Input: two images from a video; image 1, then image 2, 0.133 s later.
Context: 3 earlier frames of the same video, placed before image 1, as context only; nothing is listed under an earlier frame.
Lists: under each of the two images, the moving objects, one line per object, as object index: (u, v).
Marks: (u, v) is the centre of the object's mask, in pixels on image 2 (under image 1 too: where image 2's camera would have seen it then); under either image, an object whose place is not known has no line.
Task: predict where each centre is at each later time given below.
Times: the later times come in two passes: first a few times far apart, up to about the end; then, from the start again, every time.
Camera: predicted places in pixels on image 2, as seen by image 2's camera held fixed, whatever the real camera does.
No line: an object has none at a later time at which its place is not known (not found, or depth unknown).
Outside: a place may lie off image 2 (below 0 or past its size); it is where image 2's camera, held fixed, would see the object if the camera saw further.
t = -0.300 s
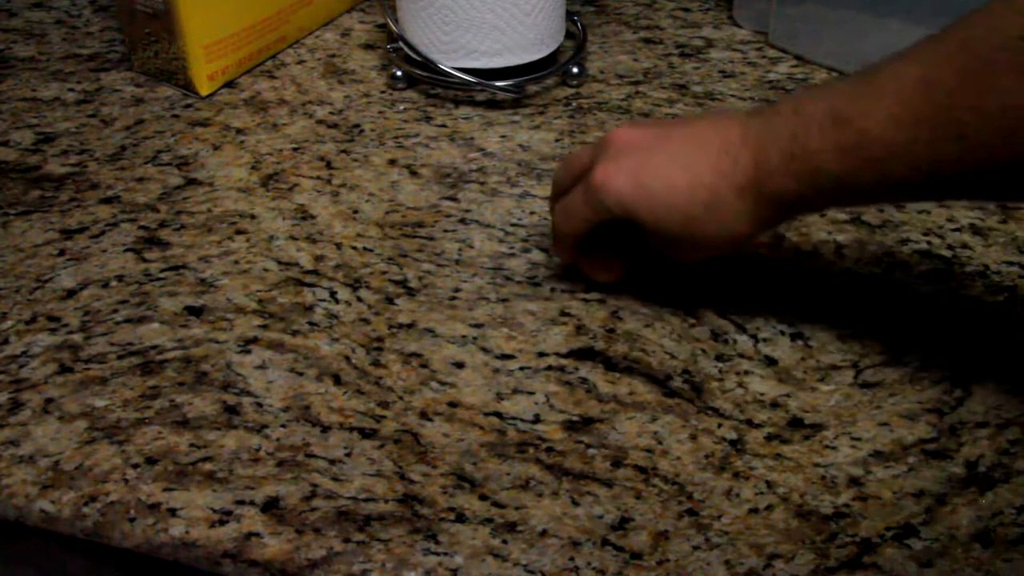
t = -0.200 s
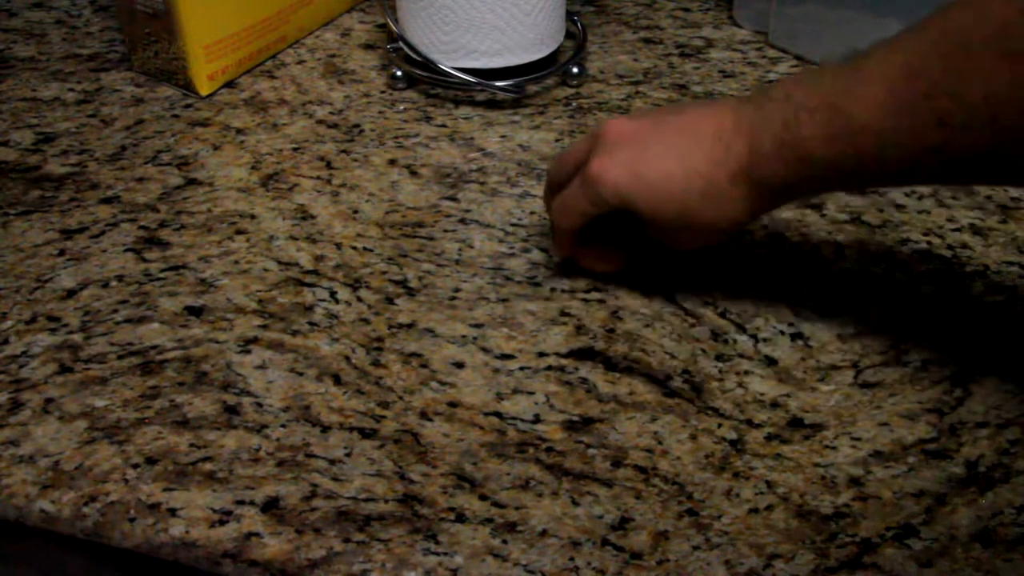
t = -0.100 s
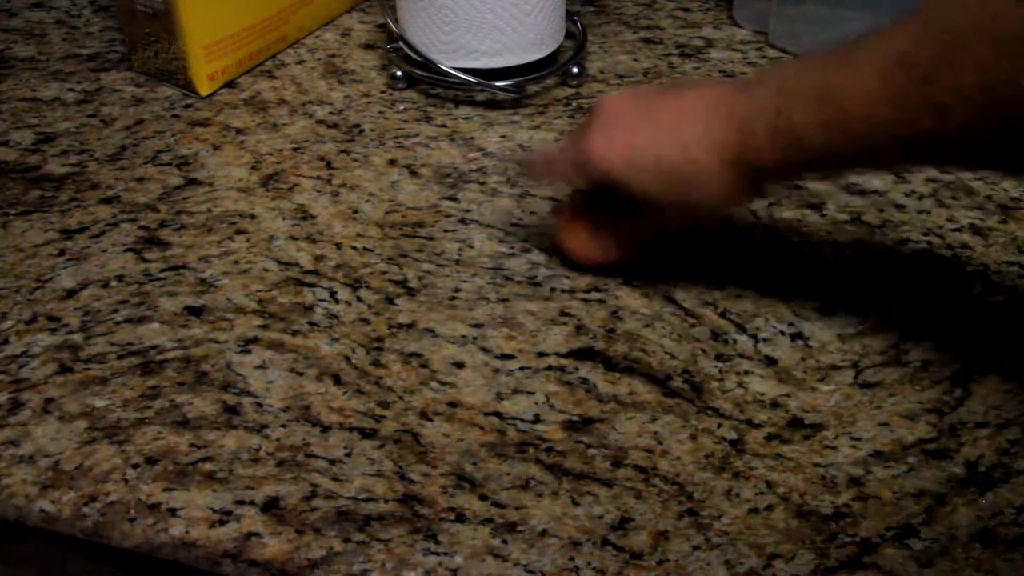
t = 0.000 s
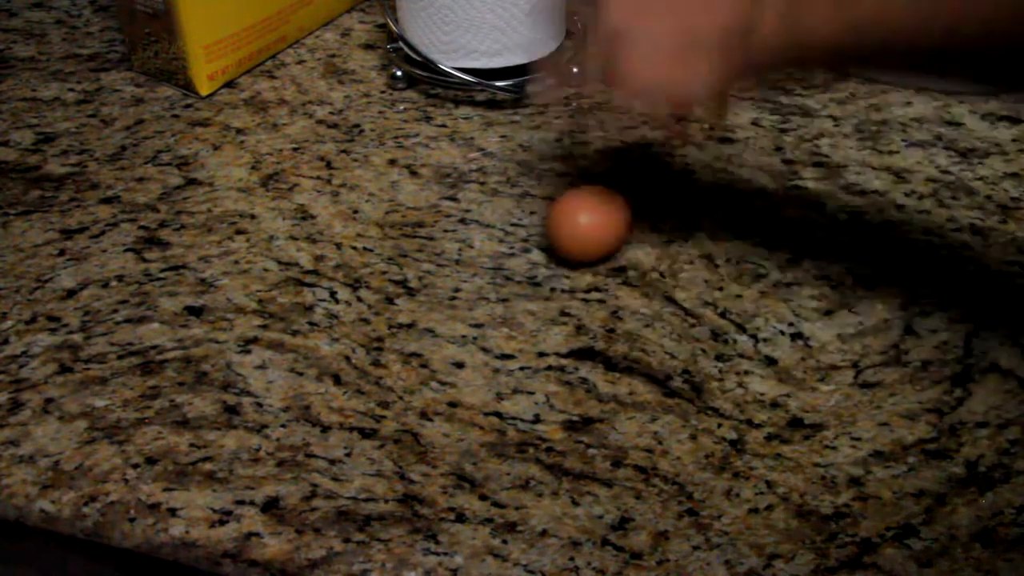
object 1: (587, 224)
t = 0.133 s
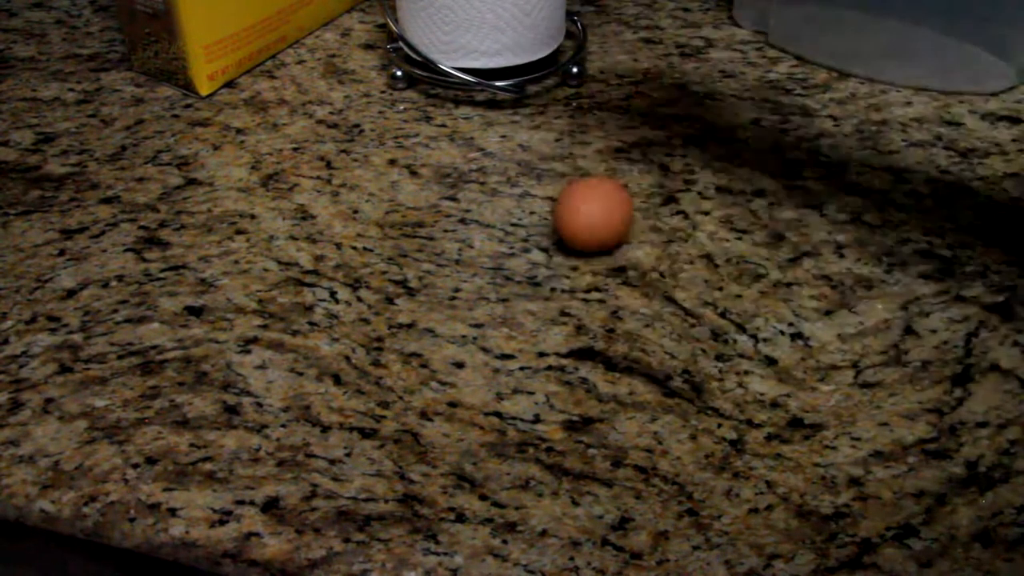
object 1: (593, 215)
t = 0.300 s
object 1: (589, 207)
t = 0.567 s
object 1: (578, 192)
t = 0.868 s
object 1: (554, 182)
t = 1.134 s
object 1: (529, 181)
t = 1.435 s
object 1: (507, 189)
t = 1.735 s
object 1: (502, 199)
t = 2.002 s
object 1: (510, 207)
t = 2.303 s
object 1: (522, 206)
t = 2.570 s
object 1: (527, 201)
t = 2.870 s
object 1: (526, 198)
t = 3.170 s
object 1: (520, 192)
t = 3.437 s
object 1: (514, 191)
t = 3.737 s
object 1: (512, 191)
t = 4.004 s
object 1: (512, 192)
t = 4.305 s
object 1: (511, 192)
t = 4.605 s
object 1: (514, 191)
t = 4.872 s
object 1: (513, 191)
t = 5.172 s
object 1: (513, 191)
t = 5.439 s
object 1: (514, 191)
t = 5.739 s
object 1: (512, 192)
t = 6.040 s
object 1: (511, 191)
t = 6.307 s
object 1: (512, 191)
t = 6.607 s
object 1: (512, 190)
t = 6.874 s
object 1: (510, 190)
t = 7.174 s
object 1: (509, 190)
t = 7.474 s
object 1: (510, 190)
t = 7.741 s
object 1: (511, 190)
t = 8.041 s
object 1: (511, 190)
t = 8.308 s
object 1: (511, 190)
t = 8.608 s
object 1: (511, 189)
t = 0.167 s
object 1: (594, 215)
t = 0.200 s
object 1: (594, 214)
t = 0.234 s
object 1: (591, 214)
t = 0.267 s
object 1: (589, 210)
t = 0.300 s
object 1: (589, 207)
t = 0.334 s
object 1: (589, 204)
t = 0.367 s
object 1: (589, 202)
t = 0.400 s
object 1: (589, 201)
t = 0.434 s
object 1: (588, 200)
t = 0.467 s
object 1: (585, 199)
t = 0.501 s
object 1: (582, 198)
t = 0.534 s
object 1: (579, 195)
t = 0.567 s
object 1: (578, 192)
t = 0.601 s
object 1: (576, 190)
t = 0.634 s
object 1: (574, 189)
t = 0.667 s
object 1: (572, 188)
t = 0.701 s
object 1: (569, 187)
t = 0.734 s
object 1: (565, 186)
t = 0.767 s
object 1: (561, 185)
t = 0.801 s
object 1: (559, 184)
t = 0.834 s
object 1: (556, 183)
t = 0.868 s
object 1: (554, 182)
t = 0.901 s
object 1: (551, 182)
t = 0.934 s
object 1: (547, 183)
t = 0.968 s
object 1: (542, 182)
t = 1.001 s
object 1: (540, 181)
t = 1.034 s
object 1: (538, 180)
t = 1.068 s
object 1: (535, 180)
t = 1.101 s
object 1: (531, 181)
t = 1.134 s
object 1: (529, 181)
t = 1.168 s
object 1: (526, 182)
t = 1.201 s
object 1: (523, 182)
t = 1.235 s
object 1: (520, 183)
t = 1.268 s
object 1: (517, 183)
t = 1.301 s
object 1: (515, 184)
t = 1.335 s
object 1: (514, 185)
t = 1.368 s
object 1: (512, 186)
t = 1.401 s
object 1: (510, 188)
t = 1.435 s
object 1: (507, 189)
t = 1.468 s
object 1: (506, 189)
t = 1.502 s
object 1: (505, 190)
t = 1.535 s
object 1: (504, 191)
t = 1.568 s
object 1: (503, 193)
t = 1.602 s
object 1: (503, 194)
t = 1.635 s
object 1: (503, 195)
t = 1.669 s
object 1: (502, 197)
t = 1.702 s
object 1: (501, 198)
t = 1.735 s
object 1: (502, 199)
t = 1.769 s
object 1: (502, 200)
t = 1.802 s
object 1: (503, 201)
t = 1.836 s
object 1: (505, 202)
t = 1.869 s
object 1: (506, 204)
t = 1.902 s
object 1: (506, 205)
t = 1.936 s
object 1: (507, 205)
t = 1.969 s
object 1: (509, 206)
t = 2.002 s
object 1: (510, 207)
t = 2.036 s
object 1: (511, 207)
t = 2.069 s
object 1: (513, 207)
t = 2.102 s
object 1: (516, 207)
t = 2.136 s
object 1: (517, 208)
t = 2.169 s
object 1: (516, 208)
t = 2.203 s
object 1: (519, 206)
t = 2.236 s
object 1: (521, 207)
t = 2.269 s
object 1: (521, 206)
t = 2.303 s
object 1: (522, 206)
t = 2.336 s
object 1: (524, 205)
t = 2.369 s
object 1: (525, 205)
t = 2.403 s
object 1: (524, 206)
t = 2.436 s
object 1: (524, 205)
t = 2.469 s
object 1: (525, 203)
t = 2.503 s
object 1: (526, 202)
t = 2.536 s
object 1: (527, 202)
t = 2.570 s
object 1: (527, 201)
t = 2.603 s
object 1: (528, 201)
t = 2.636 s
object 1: (527, 201)
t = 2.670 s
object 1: (525, 201)
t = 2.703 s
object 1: (525, 199)
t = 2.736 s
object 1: (526, 198)
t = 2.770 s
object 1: (526, 198)
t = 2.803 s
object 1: (527, 197)
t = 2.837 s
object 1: (527, 197)
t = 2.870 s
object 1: (526, 198)
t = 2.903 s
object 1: (524, 197)
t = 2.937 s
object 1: (524, 196)
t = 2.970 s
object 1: (524, 194)
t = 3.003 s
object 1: (524, 193)
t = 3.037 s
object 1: (524, 193)
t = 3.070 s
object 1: (523, 193)
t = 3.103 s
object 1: (524, 192)
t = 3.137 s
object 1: (522, 193)
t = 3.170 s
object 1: (520, 192)
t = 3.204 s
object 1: (519, 192)
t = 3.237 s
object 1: (518, 191)
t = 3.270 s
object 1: (518, 191)
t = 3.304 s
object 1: (518, 191)
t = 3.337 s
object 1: (518, 191)
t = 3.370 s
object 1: (517, 191)
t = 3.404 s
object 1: (515, 191)
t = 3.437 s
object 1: (514, 191)
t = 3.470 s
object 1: (514, 191)
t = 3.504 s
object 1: (513, 191)
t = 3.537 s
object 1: (513, 191)
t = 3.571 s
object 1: (514, 192)
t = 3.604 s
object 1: (514, 192)
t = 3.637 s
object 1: (513, 193)
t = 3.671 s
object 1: (511, 193)
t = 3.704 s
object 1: (511, 192)
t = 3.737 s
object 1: (512, 191)
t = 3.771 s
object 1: (512, 192)
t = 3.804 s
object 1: (512, 192)
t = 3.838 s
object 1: (513, 192)
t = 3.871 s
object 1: (513, 193)
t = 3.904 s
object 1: (512, 193)
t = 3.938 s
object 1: (511, 193)
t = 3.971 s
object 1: (512, 192)
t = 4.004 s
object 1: (512, 192)
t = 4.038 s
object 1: (512, 192)
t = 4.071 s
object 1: (512, 192)
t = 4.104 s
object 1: (513, 192)
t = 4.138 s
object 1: (513, 193)
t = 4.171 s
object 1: (511, 193)
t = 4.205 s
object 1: (511, 192)
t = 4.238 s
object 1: (512, 192)
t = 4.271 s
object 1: (511, 192)
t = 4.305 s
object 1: (511, 192)
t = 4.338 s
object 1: (512, 192)
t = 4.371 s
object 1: (513, 192)
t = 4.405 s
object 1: (512, 192)
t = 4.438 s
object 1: (512, 192)
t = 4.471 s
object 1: (512, 192)
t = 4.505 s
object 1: (514, 192)
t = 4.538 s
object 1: (513, 192)
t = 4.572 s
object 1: (514, 192)
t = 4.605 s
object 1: (514, 191)
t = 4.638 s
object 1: (515, 192)
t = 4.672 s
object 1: (514, 191)
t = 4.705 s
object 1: (513, 191)
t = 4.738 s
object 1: (513, 191)
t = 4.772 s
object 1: (514, 191)
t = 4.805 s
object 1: (513, 191)
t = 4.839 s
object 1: (513, 191)
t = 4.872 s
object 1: (513, 191)
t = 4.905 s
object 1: (514, 192)
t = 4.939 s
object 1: (512, 192)
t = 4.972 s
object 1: (512, 191)
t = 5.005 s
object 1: (513, 191)
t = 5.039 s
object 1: (513, 191)
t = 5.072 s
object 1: (512, 191)
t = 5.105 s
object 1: (513, 191)
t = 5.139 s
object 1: (513, 191)
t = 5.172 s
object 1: (513, 191)
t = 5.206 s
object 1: (512, 191)
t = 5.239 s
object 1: (512, 191)
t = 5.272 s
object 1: (513, 191)
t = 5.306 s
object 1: (513, 191)
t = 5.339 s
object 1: (513, 191)
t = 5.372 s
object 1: (513, 191)
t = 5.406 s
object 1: (515, 191)
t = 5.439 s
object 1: (514, 191)
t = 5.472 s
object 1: (513, 192)
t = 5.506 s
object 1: (513, 191)
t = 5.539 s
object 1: (514, 191)
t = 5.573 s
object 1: (513, 191)
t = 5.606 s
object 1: (514, 191)
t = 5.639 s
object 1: (514, 191)
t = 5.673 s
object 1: (515, 191)
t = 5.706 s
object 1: (513, 192)
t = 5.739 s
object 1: (512, 192)
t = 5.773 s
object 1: (513, 191)
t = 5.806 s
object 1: (512, 192)
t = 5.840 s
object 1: (512, 191)
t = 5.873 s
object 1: (513, 191)
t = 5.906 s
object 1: (513, 191)
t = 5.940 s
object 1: (514, 191)
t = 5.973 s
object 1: (512, 192)
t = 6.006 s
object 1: (511, 192)
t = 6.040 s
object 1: (511, 191)
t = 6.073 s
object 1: (512, 191)
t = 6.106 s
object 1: (512, 191)
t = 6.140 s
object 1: (512, 190)
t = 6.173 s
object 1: (512, 190)
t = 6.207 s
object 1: (513, 190)
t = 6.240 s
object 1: (512, 191)
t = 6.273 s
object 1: (511, 191)
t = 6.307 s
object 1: (512, 191)
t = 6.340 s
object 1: (513, 190)
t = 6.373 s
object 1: (512, 190)
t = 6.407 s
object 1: (512, 190)
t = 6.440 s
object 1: (512, 190)
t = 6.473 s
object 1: (513, 190)
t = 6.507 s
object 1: (512, 191)
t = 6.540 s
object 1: (511, 190)
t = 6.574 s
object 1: (512, 190)
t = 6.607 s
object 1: (512, 190)
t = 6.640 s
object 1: (511, 190)
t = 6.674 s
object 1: (512, 190)
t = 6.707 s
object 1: (512, 190)
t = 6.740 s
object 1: (513, 190)
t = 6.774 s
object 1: (511, 191)
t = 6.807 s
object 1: (510, 190)
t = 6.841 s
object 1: (510, 190)
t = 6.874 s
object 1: (510, 190)
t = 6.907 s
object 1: (510, 190)
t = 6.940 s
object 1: (510, 189)
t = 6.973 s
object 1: (510, 189)
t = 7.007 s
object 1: (510, 189)
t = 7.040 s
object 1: (510, 191)
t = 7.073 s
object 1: (508, 191)
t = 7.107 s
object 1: (508, 190)
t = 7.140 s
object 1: (509, 190)
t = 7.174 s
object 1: (509, 190)
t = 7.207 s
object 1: (509, 190)
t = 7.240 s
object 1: (509, 190)
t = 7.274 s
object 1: (510, 190)
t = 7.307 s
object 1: (510, 191)
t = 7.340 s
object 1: (510, 191)
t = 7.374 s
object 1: (509, 190)
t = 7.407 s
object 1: (510, 190)
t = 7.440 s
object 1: (510, 190)
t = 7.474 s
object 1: (510, 190)
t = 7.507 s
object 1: (510, 190)
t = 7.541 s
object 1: (510, 190)
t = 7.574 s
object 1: (511, 190)
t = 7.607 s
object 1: (510, 191)
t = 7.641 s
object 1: (509, 191)
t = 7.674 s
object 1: (510, 190)
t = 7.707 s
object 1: (511, 190)
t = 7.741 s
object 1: (511, 190)
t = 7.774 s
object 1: (511, 190)
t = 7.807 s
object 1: (512, 190)
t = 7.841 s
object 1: (512, 190)
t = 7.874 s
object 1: (512, 190)
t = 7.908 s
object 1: (511, 191)
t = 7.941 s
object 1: (511, 191)
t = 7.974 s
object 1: (512, 190)
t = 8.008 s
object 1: (511, 190)
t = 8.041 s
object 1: (511, 190)
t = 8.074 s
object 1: (512, 190)
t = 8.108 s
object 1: (512, 190)
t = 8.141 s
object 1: (512, 190)
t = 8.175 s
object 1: (511, 191)
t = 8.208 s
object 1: (510, 190)
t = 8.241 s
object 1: (510, 190)
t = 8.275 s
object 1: (511, 190)
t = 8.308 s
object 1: (511, 190)
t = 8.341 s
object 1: (511, 190)
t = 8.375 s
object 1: (511, 190)
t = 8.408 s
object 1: (512, 190)
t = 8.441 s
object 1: (511, 191)
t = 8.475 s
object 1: (511, 191)
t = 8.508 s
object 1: (511, 190)
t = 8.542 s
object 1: (511, 190)
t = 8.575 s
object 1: (511, 189)
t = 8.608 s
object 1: (511, 189)
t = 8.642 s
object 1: (512, 189)
